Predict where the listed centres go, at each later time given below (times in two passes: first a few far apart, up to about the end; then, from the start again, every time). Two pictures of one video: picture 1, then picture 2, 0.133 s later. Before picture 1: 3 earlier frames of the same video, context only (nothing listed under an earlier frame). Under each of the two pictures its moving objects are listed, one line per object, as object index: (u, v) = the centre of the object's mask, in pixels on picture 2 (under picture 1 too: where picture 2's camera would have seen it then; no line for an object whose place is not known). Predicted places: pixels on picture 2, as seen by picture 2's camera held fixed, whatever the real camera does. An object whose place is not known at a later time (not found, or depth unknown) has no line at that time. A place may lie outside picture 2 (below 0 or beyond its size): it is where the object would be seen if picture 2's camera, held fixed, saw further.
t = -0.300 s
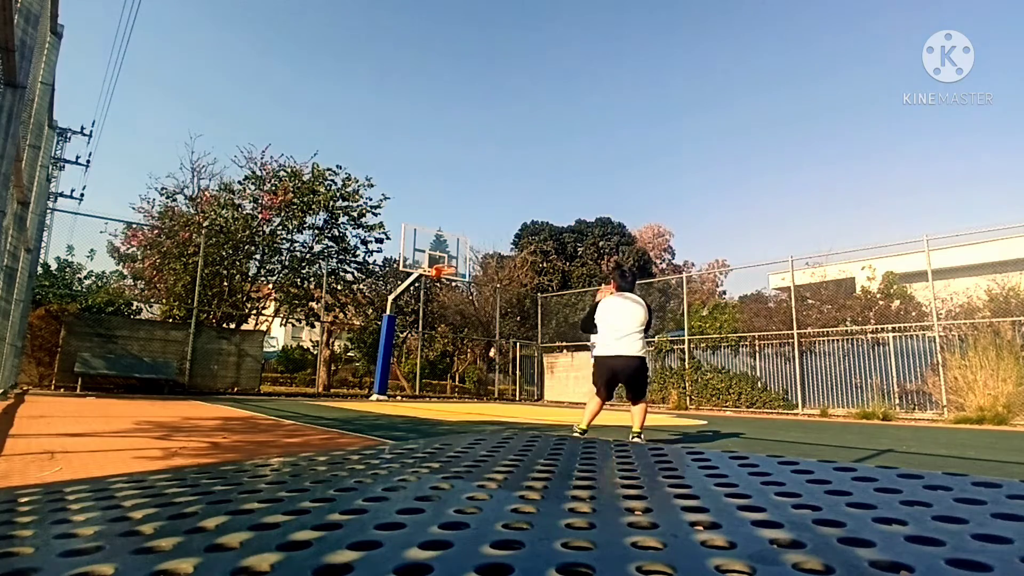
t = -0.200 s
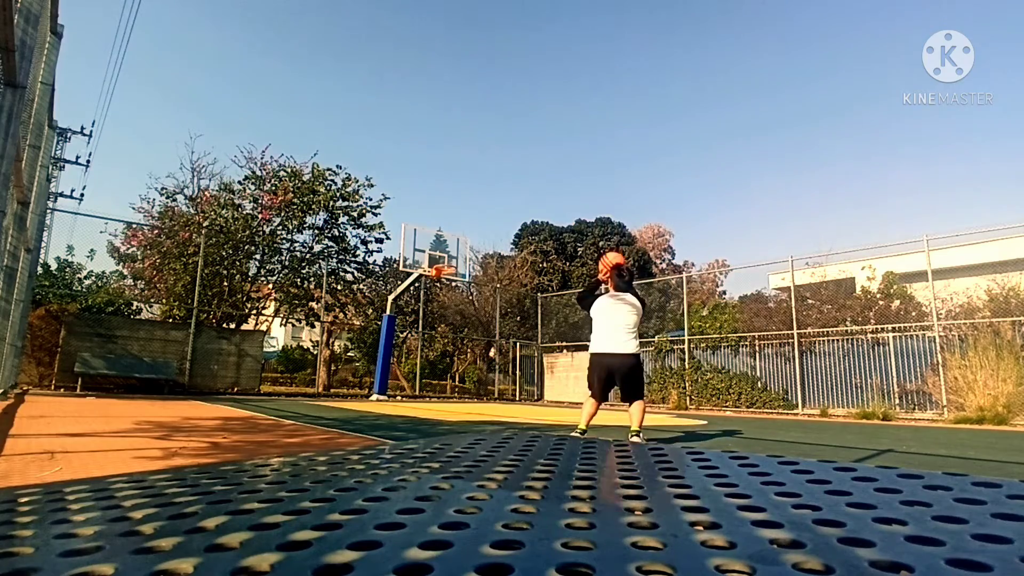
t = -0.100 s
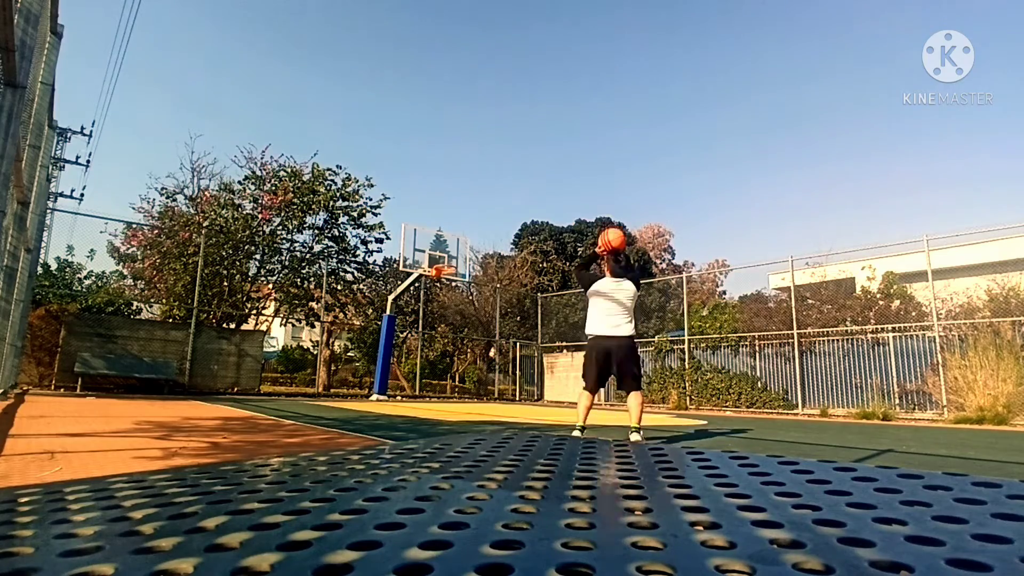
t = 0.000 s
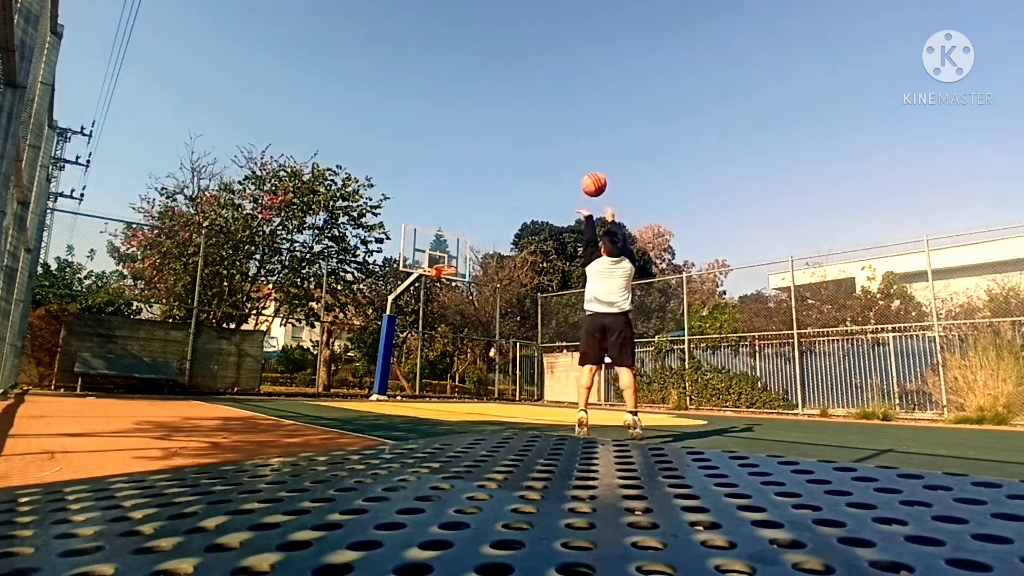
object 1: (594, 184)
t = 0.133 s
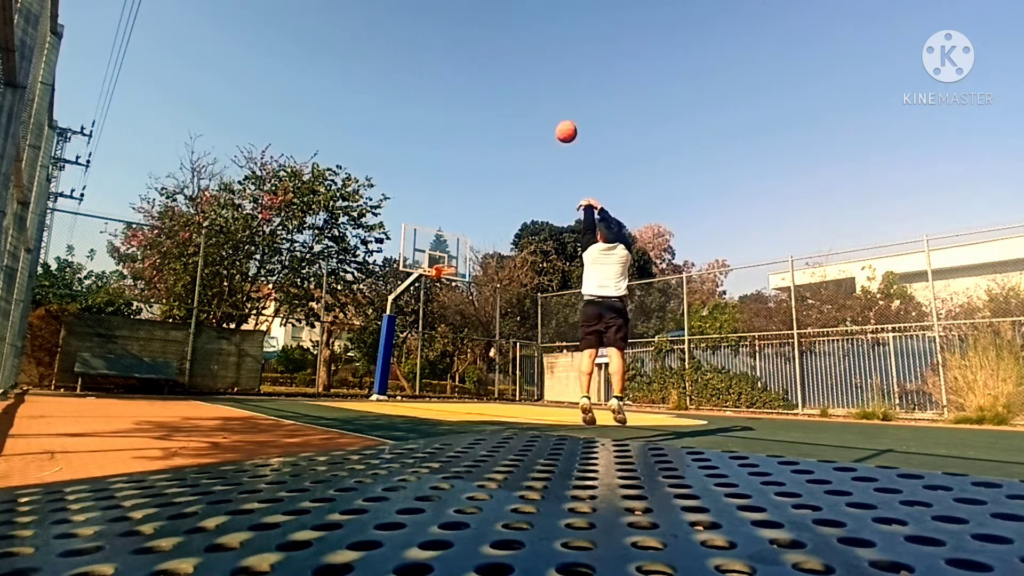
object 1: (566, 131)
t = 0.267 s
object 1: (545, 103)
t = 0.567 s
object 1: (507, 93)
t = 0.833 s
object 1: (483, 122)
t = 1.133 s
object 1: (463, 185)
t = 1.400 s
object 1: (449, 261)
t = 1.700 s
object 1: (414, 331)
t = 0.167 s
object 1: (560, 122)
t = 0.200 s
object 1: (555, 115)
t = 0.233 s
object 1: (550, 109)
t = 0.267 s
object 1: (545, 103)
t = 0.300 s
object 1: (540, 99)
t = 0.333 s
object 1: (535, 96)
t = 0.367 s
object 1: (530, 93)
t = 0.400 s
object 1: (526, 92)
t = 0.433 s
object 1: (522, 90)
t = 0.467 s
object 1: (518, 90)
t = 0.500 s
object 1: (514, 90)
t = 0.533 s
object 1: (511, 91)
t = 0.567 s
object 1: (507, 93)
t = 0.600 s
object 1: (504, 95)
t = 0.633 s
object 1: (501, 97)
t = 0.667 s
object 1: (497, 100)
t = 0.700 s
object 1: (494, 104)
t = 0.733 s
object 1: (491, 108)
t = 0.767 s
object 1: (488, 112)
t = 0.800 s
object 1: (486, 117)
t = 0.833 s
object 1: (483, 122)
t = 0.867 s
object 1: (480, 128)
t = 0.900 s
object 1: (478, 134)
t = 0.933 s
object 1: (476, 140)
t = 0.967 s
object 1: (473, 147)
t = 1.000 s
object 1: (471, 154)
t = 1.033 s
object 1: (469, 162)
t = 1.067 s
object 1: (467, 169)
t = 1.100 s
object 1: (465, 177)
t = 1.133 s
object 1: (463, 185)
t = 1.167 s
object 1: (461, 194)
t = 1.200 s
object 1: (459, 203)
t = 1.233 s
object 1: (457, 212)
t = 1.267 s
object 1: (455, 221)
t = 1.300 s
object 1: (454, 231)
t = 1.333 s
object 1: (452, 241)
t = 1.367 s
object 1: (450, 251)
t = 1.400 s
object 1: (449, 261)
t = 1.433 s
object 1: (448, 270)
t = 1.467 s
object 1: (441, 276)
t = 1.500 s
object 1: (439, 282)
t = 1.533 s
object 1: (435, 289)
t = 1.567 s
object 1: (431, 296)
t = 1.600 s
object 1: (427, 304)
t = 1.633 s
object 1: (423, 312)
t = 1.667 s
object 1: (419, 322)
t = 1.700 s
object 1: (414, 331)
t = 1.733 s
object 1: (411, 343)
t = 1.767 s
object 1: (406, 353)
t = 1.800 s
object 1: (401, 365)
